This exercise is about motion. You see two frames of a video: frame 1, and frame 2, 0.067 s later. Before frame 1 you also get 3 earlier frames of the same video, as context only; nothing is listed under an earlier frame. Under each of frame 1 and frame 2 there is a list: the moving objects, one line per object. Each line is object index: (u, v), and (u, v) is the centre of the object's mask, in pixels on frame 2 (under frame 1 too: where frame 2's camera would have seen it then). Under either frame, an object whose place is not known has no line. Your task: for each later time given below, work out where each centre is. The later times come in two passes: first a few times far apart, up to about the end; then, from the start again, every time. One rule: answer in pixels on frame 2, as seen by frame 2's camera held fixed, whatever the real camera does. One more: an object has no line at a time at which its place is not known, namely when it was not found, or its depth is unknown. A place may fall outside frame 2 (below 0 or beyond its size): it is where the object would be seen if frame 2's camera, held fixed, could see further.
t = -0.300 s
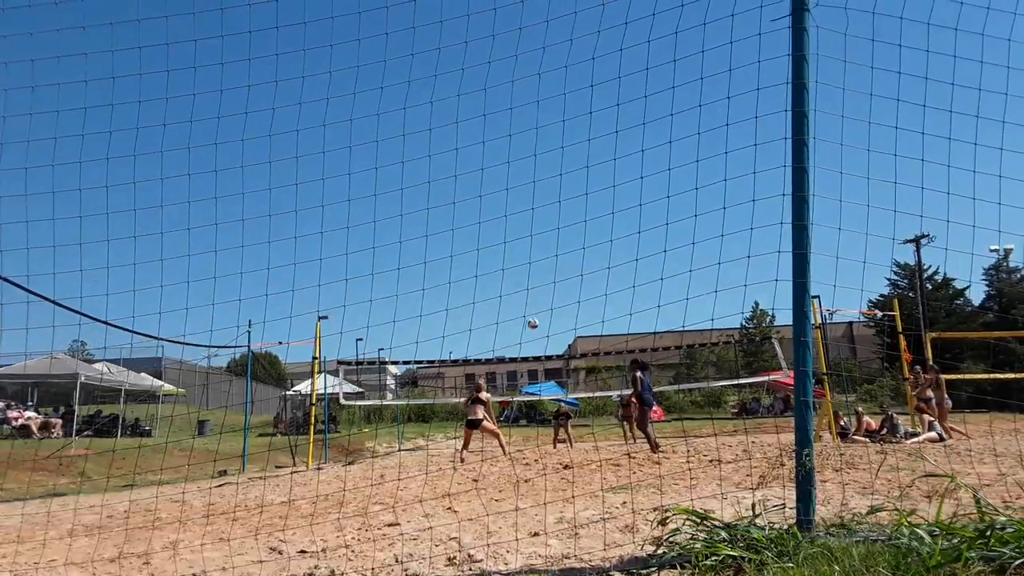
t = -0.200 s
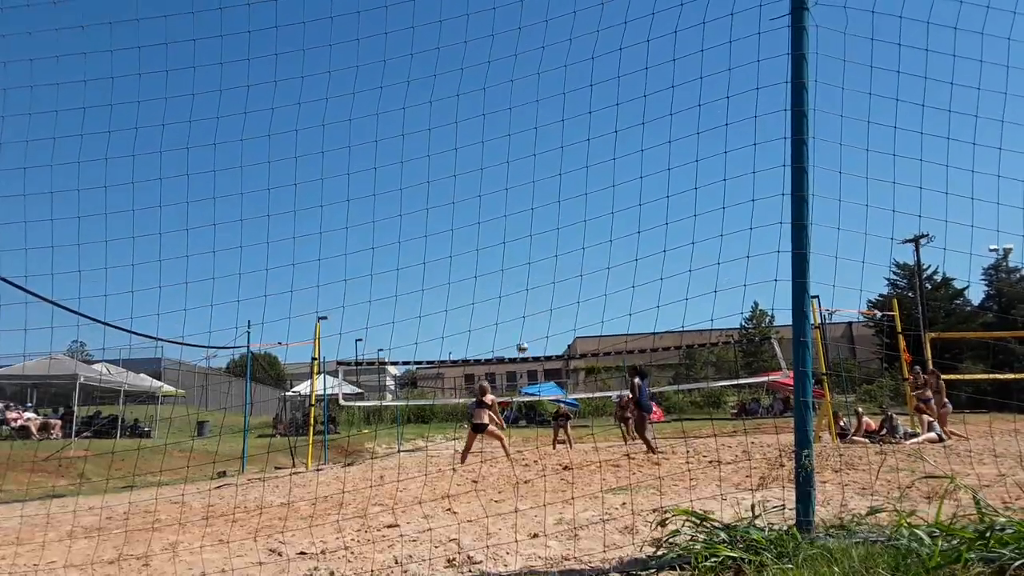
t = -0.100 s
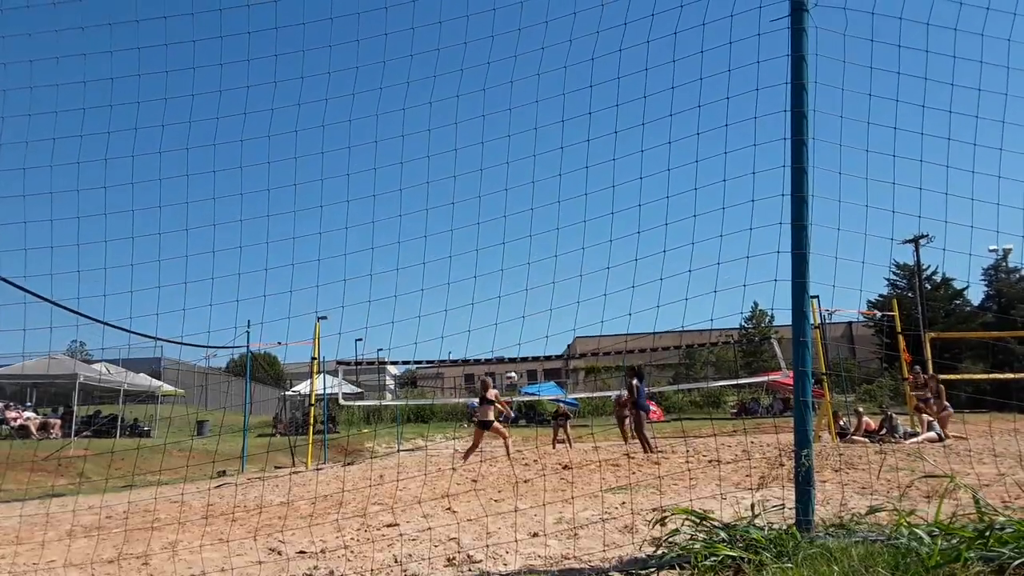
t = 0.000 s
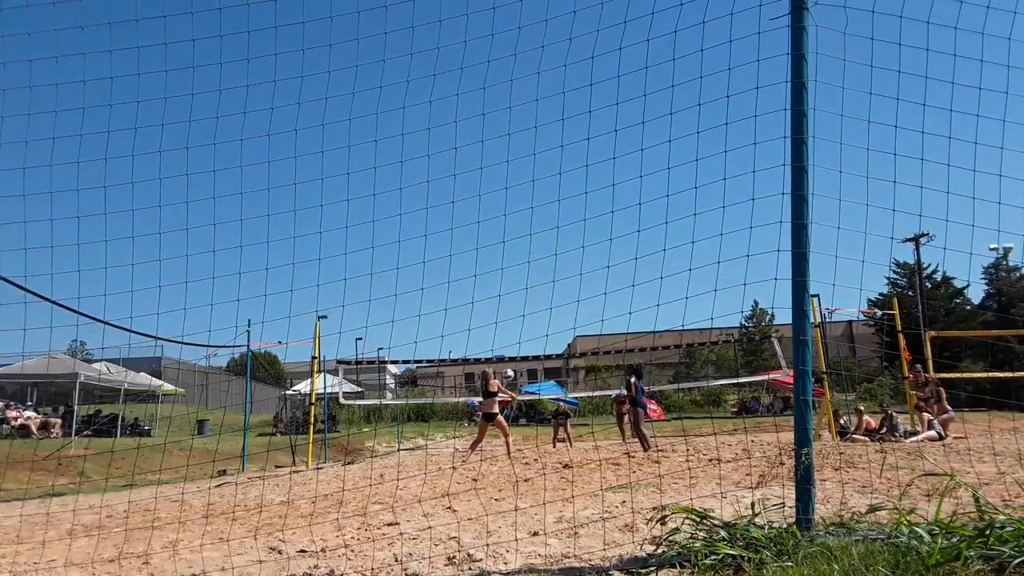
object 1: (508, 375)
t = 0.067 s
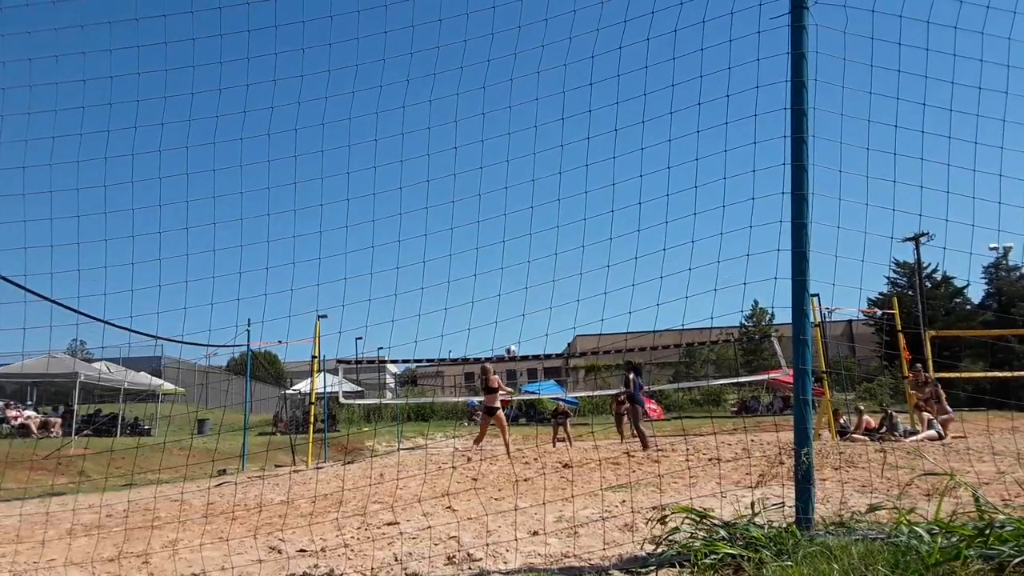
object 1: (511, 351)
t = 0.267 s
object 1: (521, 298)
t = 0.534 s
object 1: (535, 264)
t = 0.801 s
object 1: (551, 268)
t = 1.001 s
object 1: (565, 293)
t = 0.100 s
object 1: (512, 341)
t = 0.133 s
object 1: (514, 330)
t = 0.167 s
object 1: (516, 321)
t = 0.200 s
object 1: (518, 313)
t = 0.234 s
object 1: (519, 305)
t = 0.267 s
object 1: (521, 298)
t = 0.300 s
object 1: (523, 293)
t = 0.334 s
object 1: (525, 287)
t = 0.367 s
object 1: (527, 281)
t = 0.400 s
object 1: (529, 278)
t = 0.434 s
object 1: (531, 273)
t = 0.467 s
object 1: (532, 270)
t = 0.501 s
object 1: (534, 267)
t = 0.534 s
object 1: (535, 264)
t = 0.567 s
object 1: (538, 263)
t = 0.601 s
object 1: (540, 263)
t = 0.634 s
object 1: (541, 262)
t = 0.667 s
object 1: (543, 262)
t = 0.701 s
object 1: (545, 262)
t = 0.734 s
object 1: (548, 263)
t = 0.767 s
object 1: (550, 265)
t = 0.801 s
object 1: (551, 268)
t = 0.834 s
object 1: (554, 271)
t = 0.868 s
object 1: (556, 274)
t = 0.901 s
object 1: (558, 278)
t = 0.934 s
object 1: (560, 282)
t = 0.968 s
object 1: (563, 287)
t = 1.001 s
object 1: (565, 293)
